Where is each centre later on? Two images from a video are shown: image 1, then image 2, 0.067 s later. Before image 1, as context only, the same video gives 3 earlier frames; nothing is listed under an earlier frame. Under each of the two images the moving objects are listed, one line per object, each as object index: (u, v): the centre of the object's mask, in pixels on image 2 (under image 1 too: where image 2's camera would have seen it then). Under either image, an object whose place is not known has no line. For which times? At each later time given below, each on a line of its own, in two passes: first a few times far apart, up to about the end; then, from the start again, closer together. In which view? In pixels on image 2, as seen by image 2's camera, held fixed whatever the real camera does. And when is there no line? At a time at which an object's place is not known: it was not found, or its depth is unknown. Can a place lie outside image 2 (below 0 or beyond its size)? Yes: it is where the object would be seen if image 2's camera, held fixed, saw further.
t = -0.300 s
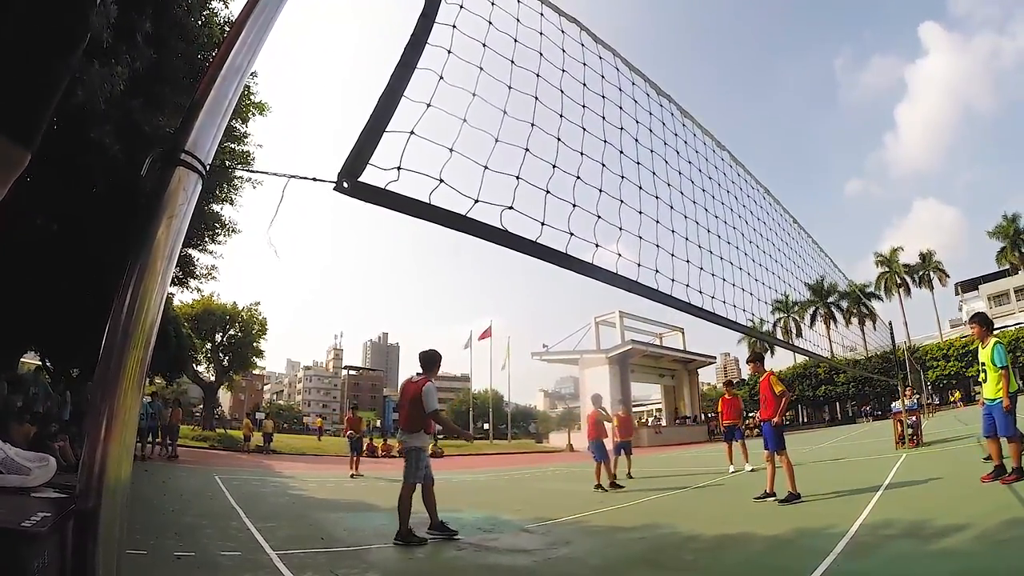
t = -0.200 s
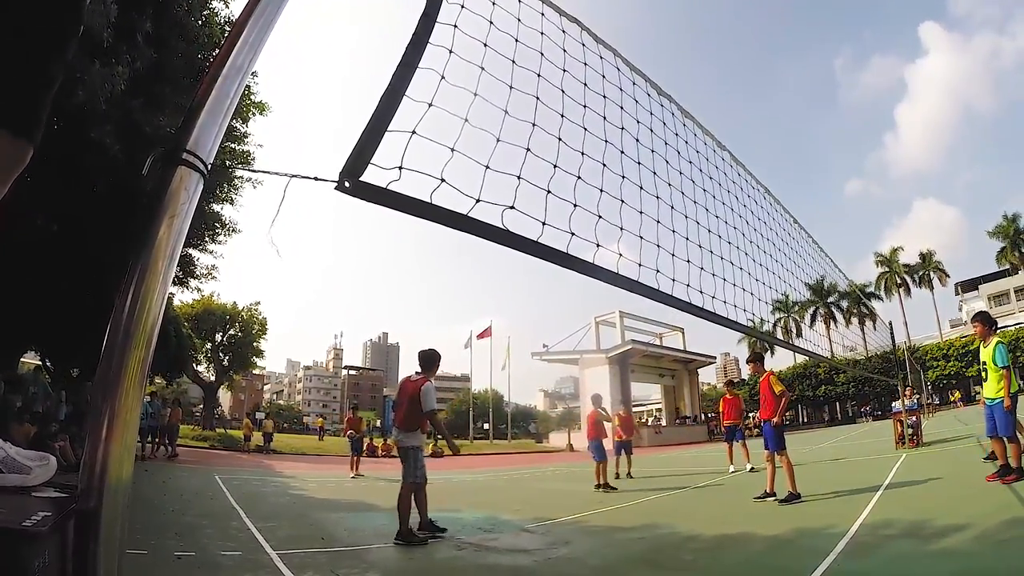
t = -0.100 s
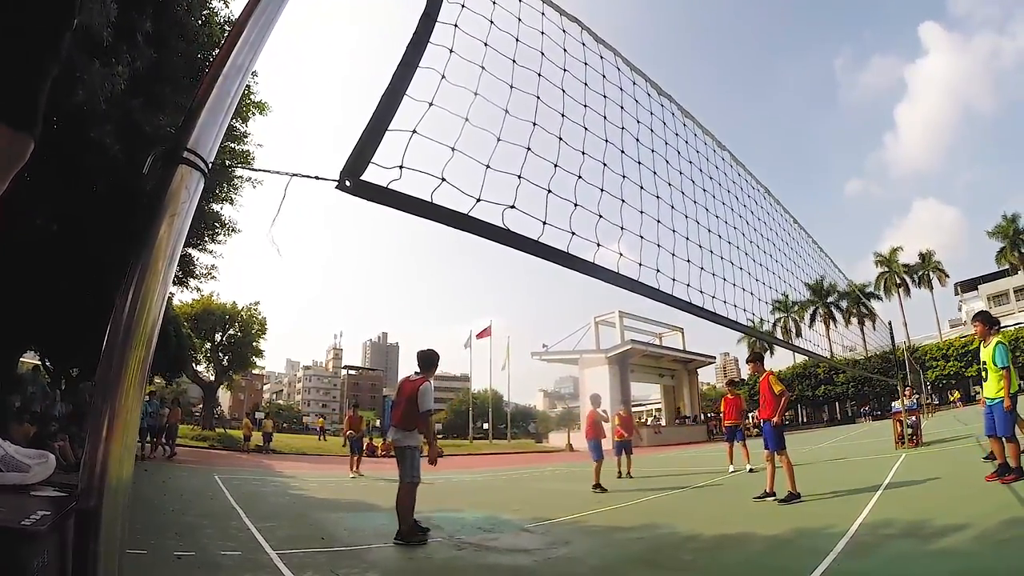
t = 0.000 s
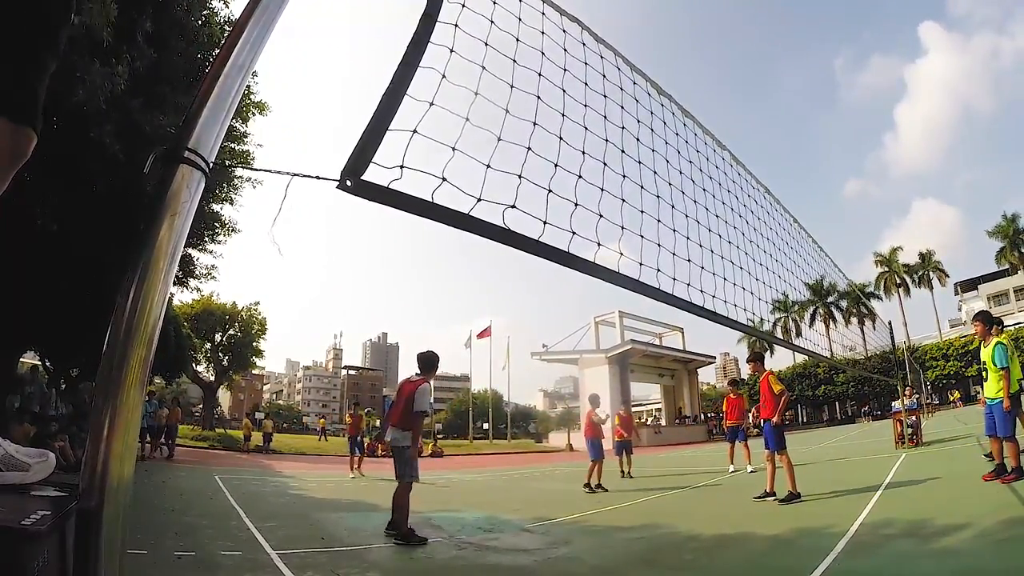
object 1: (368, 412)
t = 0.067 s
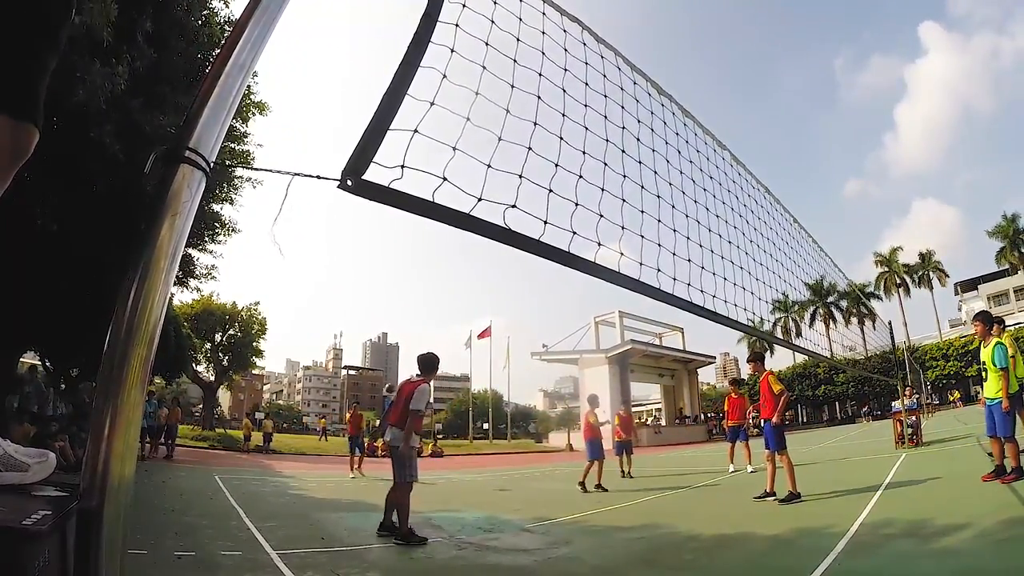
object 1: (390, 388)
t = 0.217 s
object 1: (441, 336)
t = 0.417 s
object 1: (514, 278)
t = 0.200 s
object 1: (435, 342)
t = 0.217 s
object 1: (441, 336)
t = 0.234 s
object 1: (447, 331)
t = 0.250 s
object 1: (453, 325)
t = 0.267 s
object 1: (459, 320)
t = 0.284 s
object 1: (465, 315)
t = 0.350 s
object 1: (489, 296)
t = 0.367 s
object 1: (495, 291)
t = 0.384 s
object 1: (501, 286)
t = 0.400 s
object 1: (507, 282)
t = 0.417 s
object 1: (514, 278)
